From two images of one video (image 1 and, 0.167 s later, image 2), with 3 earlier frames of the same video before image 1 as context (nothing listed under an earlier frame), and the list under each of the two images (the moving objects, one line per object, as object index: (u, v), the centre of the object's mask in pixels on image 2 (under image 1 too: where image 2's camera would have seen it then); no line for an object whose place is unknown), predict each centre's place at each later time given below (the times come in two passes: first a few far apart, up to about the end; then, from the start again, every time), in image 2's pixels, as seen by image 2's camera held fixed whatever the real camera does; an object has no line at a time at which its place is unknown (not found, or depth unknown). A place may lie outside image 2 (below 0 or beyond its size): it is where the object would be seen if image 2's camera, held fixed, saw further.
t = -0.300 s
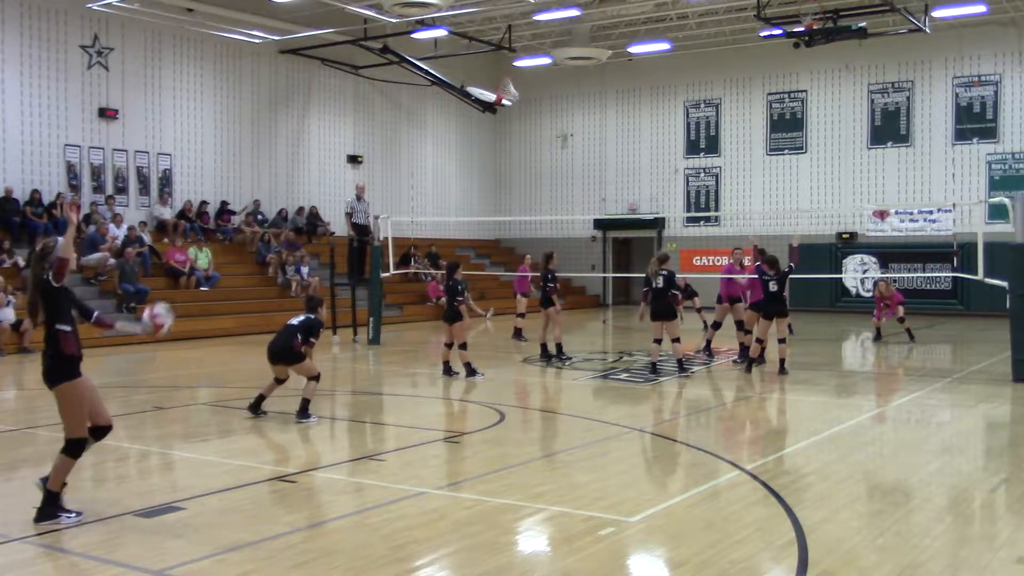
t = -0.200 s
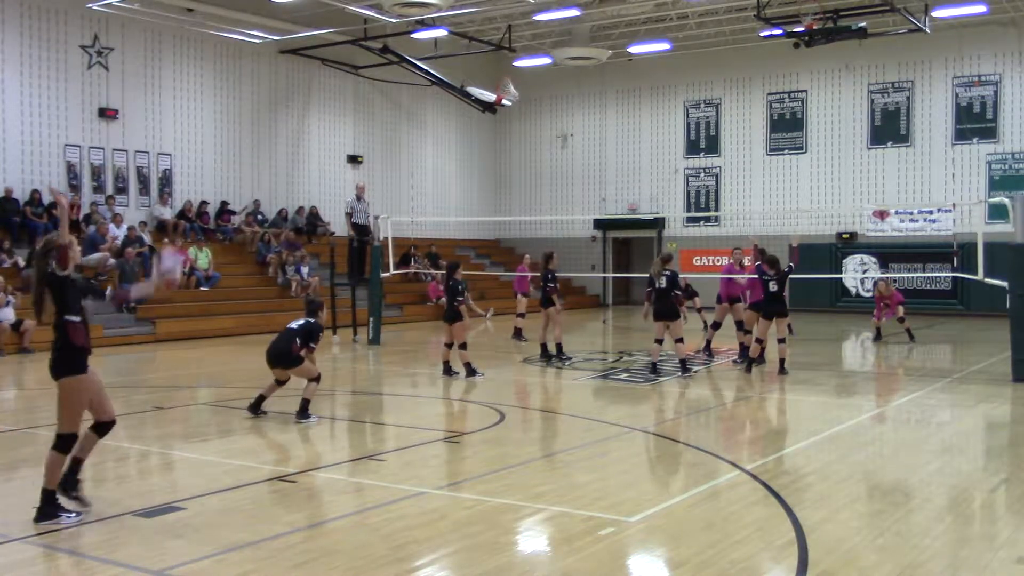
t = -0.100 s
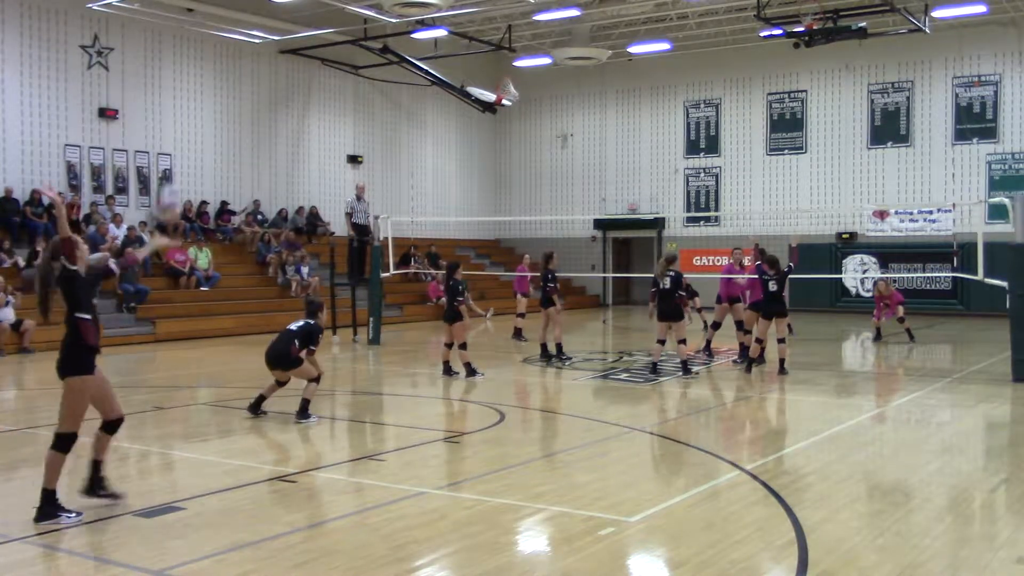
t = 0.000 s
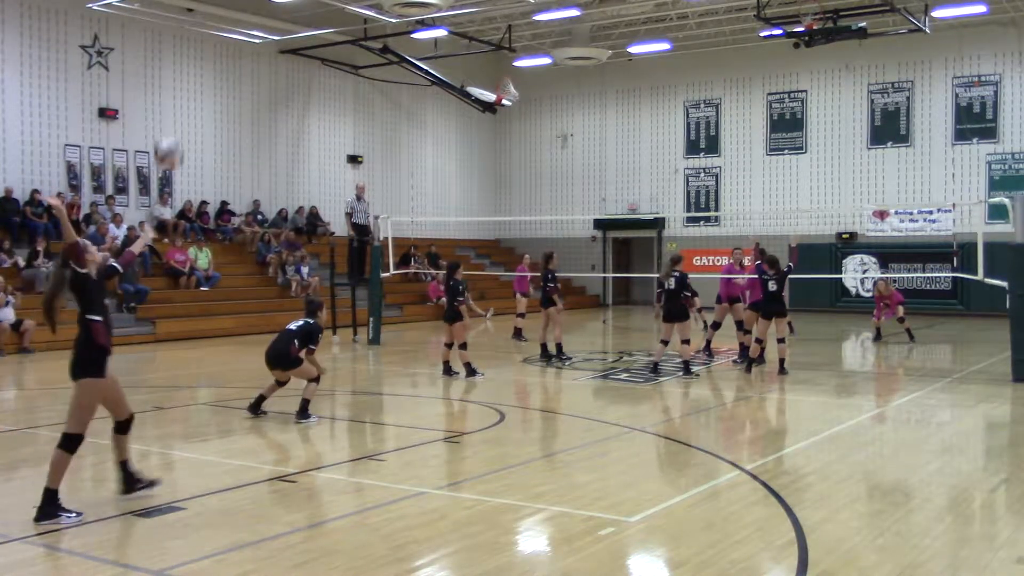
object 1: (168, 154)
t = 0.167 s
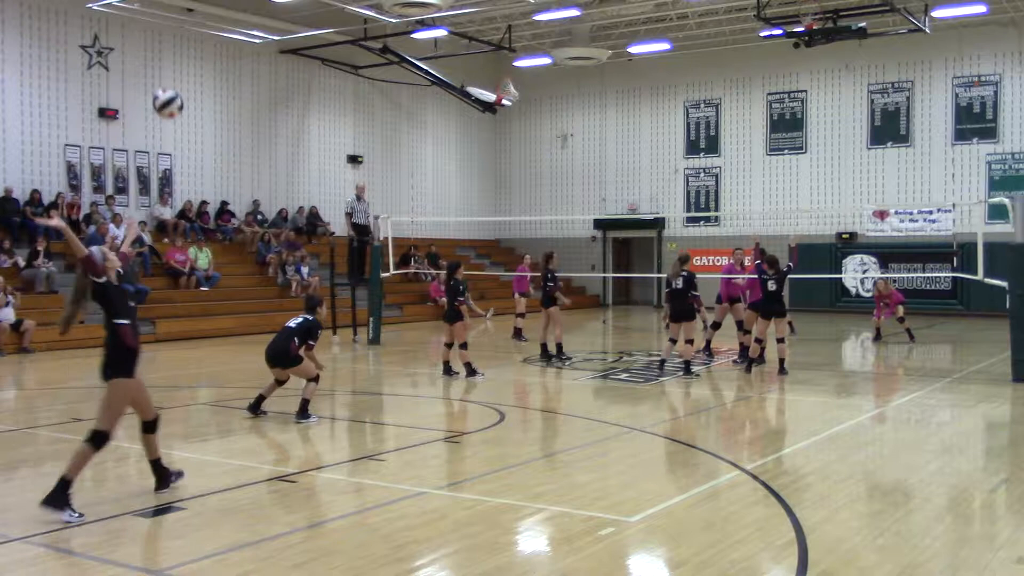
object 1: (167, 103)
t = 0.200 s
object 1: (168, 98)
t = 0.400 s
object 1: (168, 97)
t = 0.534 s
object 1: (168, 129)
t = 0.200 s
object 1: (168, 98)
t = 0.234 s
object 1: (168, 94)
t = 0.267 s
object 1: (168, 92)
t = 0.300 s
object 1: (168, 91)
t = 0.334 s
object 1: (168, 92)
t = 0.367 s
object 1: (168, 94)
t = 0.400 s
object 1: (168, 97)
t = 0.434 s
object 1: (168, 103)
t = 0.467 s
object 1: (168, 110)
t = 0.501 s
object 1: (169, 118)
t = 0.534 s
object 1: (168, 129)
